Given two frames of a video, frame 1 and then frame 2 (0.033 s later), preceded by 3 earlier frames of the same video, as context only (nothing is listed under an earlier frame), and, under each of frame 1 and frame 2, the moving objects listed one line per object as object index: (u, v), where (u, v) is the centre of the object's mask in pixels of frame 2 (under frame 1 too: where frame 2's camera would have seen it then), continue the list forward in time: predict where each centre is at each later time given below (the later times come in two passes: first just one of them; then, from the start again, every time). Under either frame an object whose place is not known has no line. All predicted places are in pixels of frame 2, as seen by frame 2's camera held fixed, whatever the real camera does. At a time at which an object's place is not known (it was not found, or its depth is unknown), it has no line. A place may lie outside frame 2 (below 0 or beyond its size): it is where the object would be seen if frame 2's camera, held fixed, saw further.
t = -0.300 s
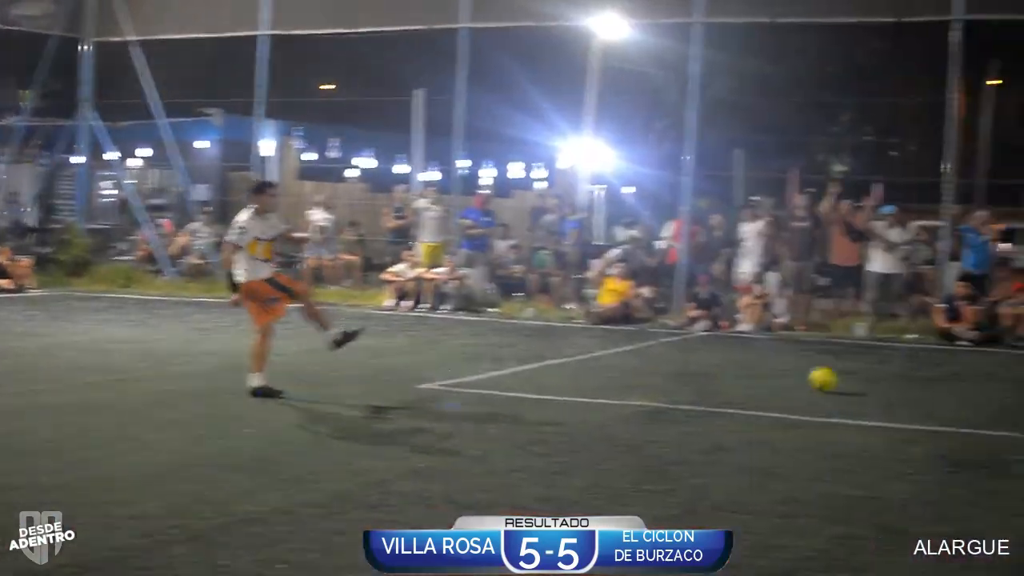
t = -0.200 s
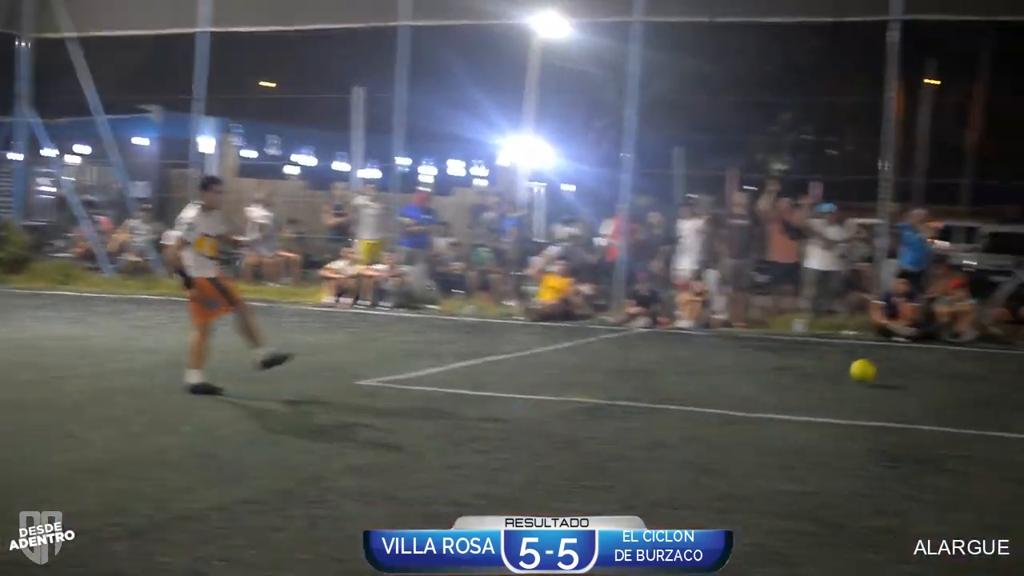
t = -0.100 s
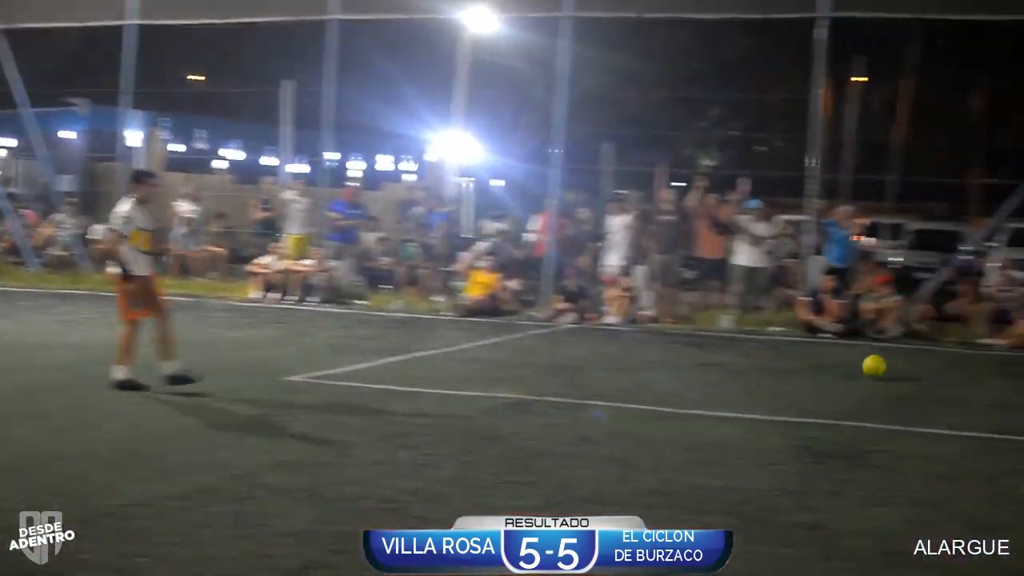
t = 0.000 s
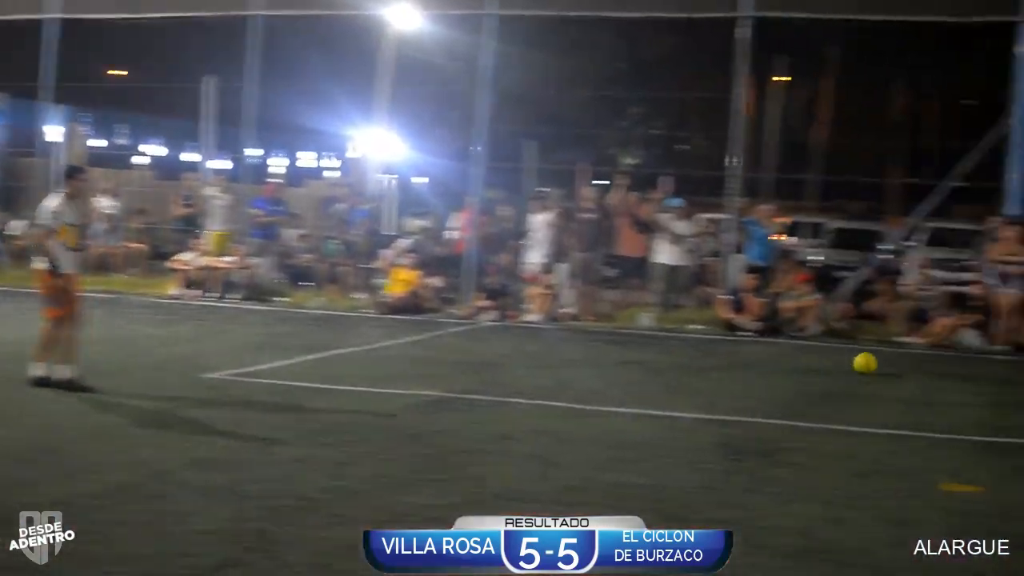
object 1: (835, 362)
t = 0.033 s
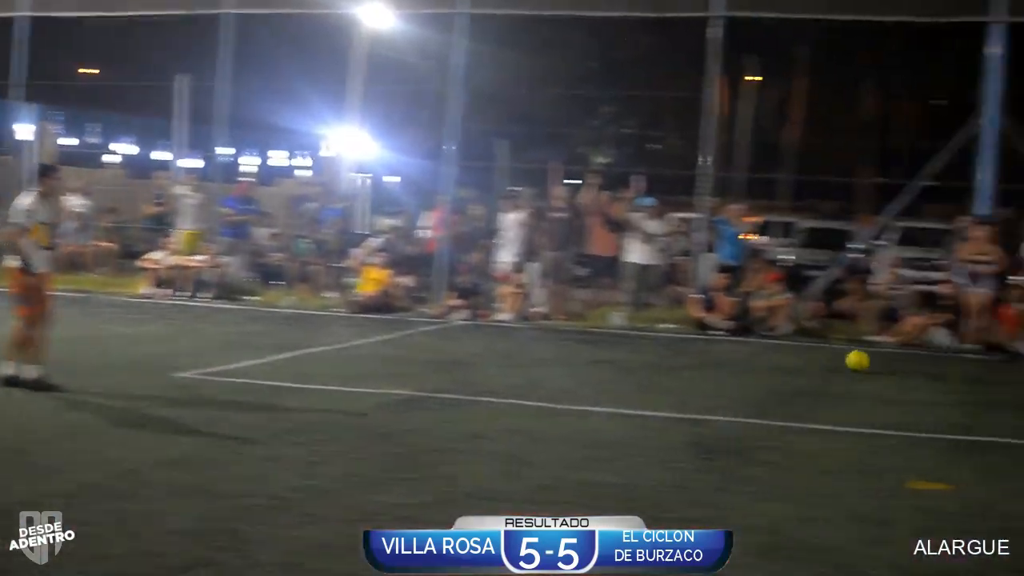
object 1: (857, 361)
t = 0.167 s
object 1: (939, 358)
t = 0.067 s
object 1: (878, 360)
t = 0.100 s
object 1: (898, 360)
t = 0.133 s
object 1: (919, 358)
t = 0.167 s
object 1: (939, 358)
